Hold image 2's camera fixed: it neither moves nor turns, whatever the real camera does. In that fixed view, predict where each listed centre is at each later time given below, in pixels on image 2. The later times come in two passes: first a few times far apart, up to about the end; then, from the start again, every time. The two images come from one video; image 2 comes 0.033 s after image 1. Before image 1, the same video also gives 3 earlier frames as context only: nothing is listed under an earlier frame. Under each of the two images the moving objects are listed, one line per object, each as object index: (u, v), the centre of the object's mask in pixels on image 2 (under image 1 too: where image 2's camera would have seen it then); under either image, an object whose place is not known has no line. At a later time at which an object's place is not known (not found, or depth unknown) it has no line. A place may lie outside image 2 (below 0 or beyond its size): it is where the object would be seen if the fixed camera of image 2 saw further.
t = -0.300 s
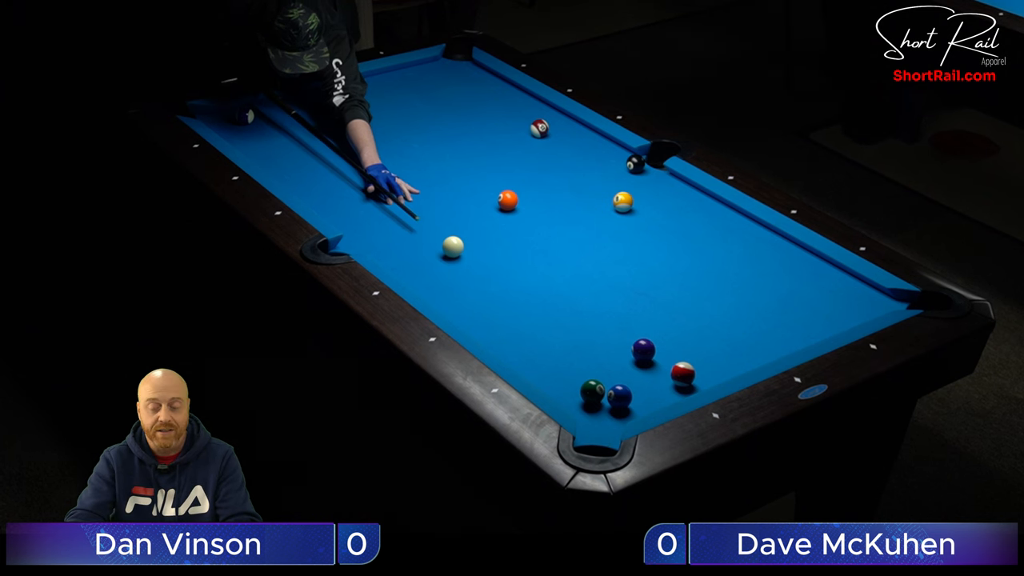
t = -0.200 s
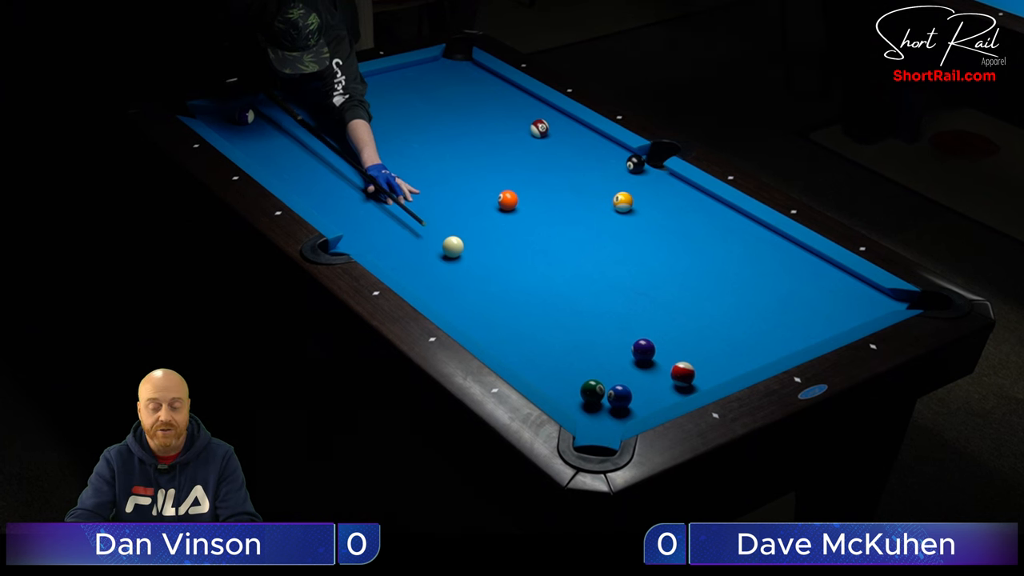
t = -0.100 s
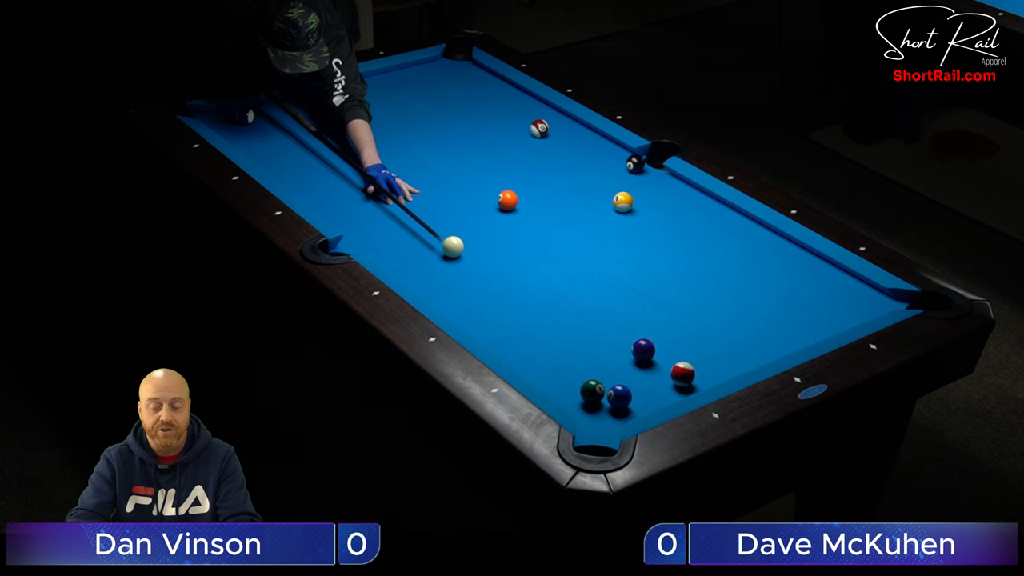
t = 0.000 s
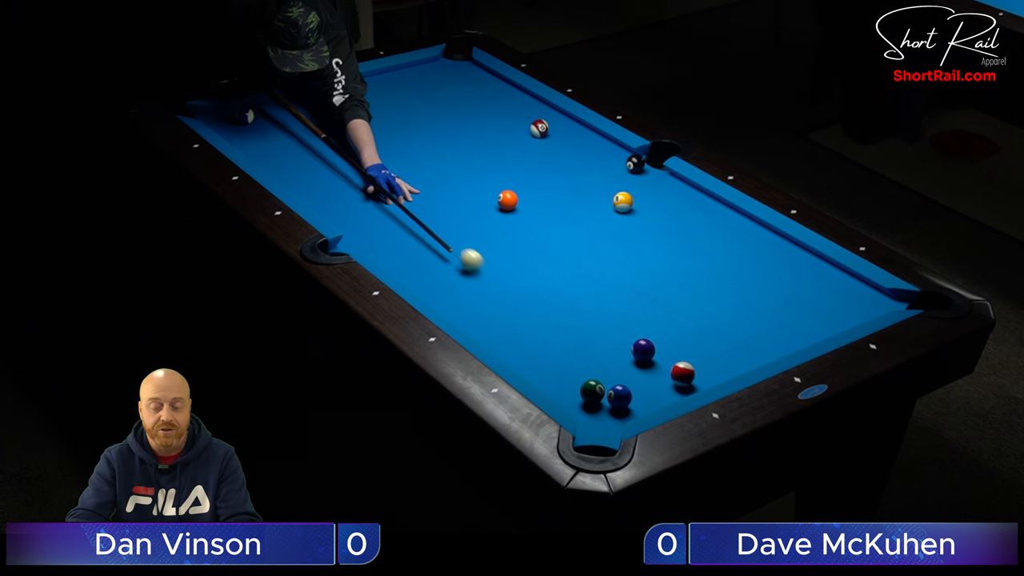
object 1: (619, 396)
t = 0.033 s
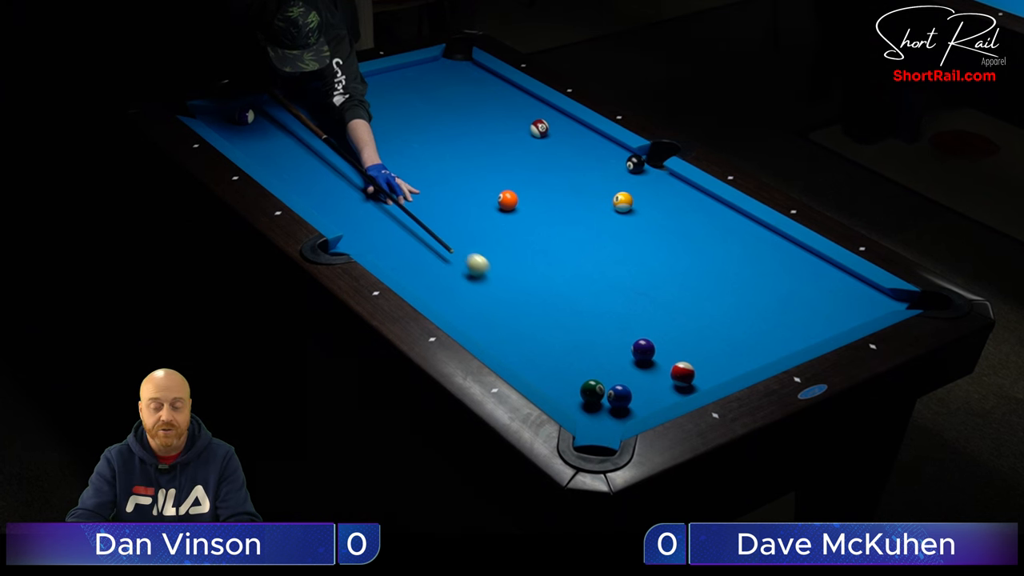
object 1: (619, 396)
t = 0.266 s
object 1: (619, 396)
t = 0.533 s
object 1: (619, 396)
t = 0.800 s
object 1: (618, 400)
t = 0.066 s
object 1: (619, 396)
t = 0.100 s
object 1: (619, 396)
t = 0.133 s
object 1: (619, 396)
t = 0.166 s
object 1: (619, 396)
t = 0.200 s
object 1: (619, 396)
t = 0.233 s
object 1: (619, 396)
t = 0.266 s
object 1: (619, 396)
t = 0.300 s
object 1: (619, 396)
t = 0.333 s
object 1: (619, 396)
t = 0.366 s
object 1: (619, 396)
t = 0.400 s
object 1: (619, 396)
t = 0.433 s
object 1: (619, 396)
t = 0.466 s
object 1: (619, 396)
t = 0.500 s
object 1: (619, 396)
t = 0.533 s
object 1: (619, 396)
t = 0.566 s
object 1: (619, 396)
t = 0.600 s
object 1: (619, 396)
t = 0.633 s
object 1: (619, 396)
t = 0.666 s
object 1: (619, 396)
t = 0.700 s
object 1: (619, 396)
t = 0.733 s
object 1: (619, 396)
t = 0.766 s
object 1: (619, 397)
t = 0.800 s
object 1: (618, 400)
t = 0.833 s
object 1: (617, 402)
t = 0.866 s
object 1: (616, 404)
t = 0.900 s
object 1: (614, 406)
